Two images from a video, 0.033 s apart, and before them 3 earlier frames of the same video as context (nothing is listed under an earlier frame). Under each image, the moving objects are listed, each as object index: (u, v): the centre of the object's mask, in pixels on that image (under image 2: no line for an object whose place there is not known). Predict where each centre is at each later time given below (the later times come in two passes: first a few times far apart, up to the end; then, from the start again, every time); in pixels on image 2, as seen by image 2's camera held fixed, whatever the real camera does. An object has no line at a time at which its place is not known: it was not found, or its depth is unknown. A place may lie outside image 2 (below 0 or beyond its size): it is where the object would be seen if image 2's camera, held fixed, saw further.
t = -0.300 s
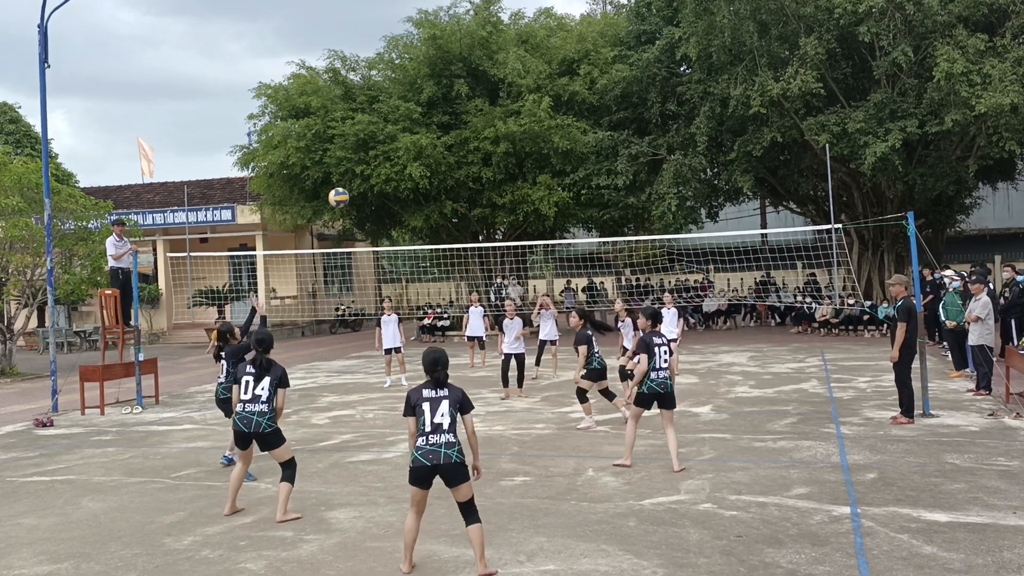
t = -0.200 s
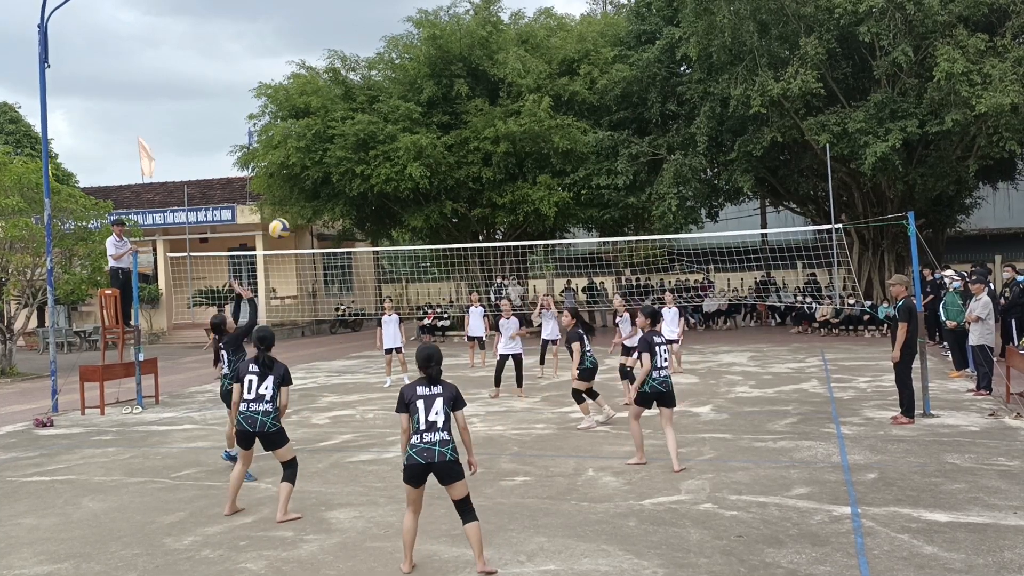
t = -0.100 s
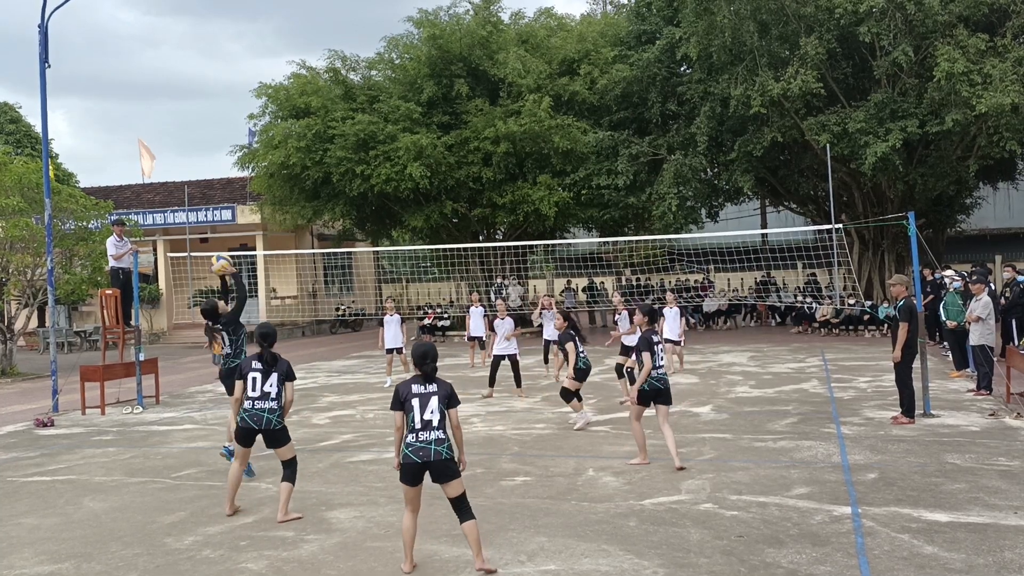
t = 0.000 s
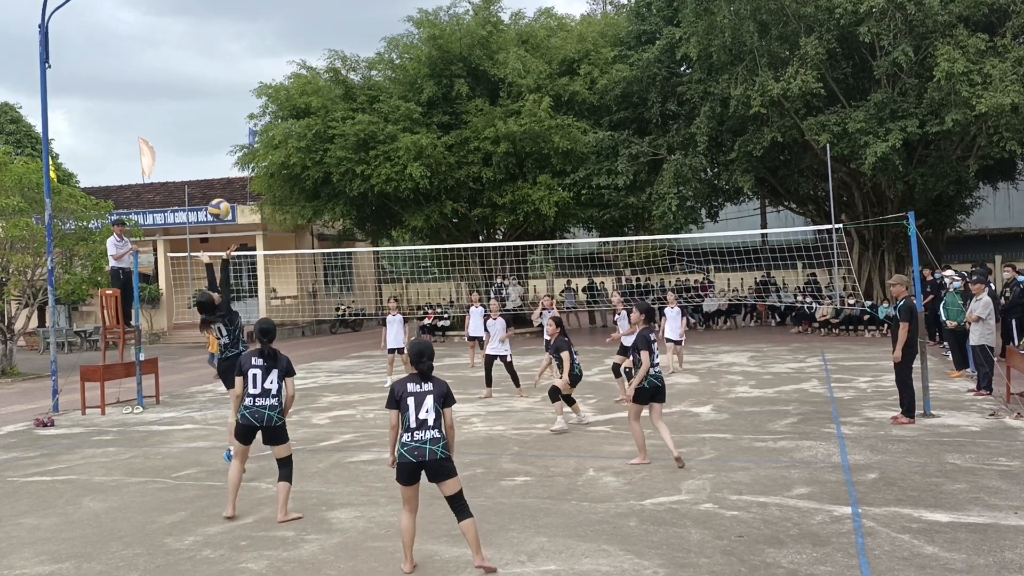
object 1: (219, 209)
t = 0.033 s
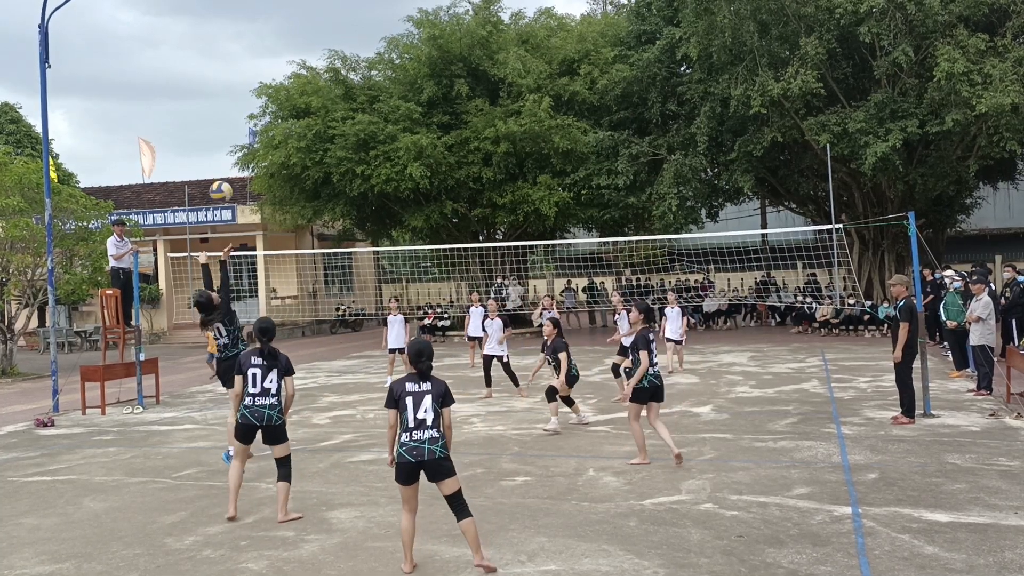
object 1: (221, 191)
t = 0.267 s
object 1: (232, 102)
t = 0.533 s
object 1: (249, 70)
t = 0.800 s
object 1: (268, 107)
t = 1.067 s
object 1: (291, 206)
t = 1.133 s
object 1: (297, 240)
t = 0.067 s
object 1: (222, 175)
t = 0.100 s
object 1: (224, 160)
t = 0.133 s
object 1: (226, 146)
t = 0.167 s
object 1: (227, 133)
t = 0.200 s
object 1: (229, 121)
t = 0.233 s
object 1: (231, 111)
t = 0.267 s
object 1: (232, 102)
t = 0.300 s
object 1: (234, 94)
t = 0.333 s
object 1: (236, 87)
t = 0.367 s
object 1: (238, 82)
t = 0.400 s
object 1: (240, 77)
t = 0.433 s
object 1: (243, 74)
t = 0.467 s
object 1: (245, 71)
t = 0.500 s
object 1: (247, 70)
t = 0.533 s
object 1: (249, 70)
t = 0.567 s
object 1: (251, 70)
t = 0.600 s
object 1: (253, 72)
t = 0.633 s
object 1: (256, 75)
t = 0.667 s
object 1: (258, 79)
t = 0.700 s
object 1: (261, 85)
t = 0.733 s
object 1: (263, 91)
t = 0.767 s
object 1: (265, 98)
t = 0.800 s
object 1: (268, 107)
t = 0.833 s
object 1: (271, 116)
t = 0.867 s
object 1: (274, 126)
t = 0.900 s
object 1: (277, 137)
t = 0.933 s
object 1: (279, 149)
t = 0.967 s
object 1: (282, 162)
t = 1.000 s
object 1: (285, 176)
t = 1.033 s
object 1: (288, 191)
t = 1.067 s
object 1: (291, 206)
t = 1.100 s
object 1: (294, 223)
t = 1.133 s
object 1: (297, 240)
